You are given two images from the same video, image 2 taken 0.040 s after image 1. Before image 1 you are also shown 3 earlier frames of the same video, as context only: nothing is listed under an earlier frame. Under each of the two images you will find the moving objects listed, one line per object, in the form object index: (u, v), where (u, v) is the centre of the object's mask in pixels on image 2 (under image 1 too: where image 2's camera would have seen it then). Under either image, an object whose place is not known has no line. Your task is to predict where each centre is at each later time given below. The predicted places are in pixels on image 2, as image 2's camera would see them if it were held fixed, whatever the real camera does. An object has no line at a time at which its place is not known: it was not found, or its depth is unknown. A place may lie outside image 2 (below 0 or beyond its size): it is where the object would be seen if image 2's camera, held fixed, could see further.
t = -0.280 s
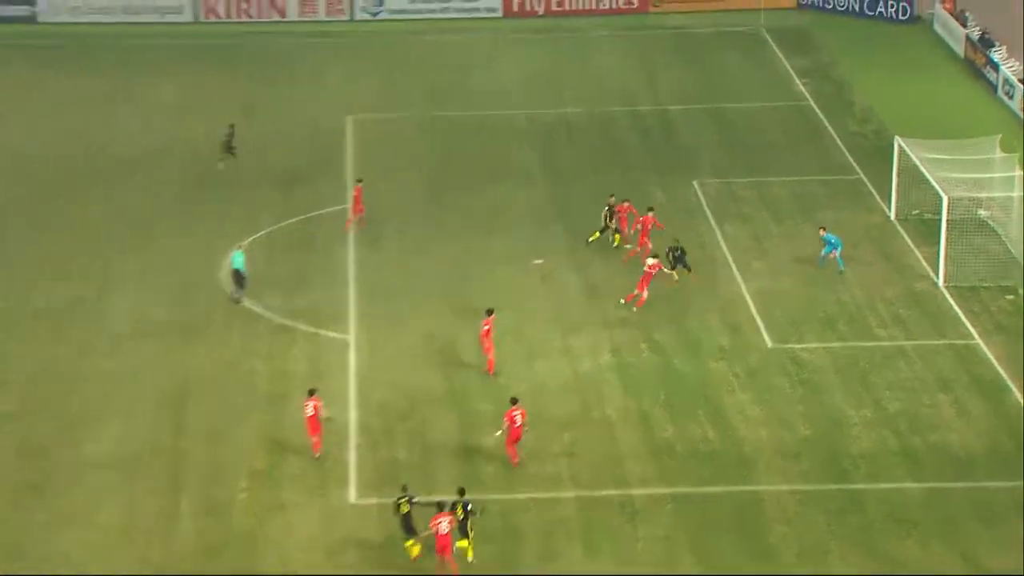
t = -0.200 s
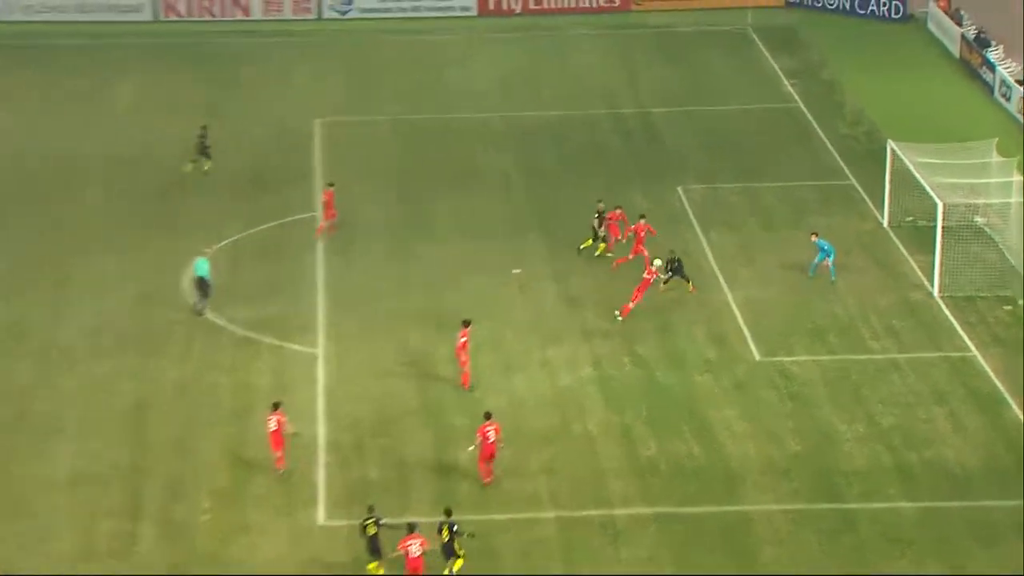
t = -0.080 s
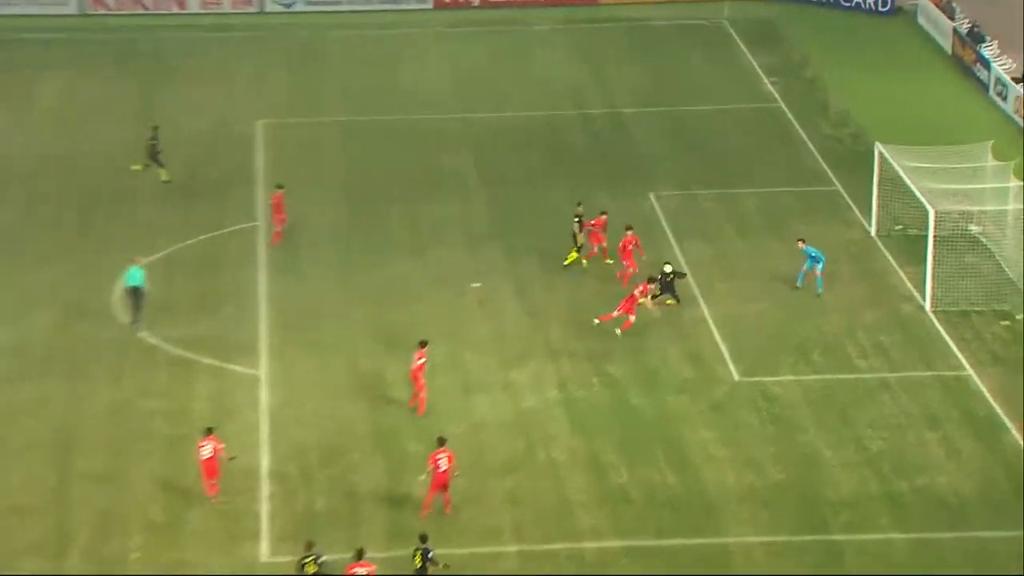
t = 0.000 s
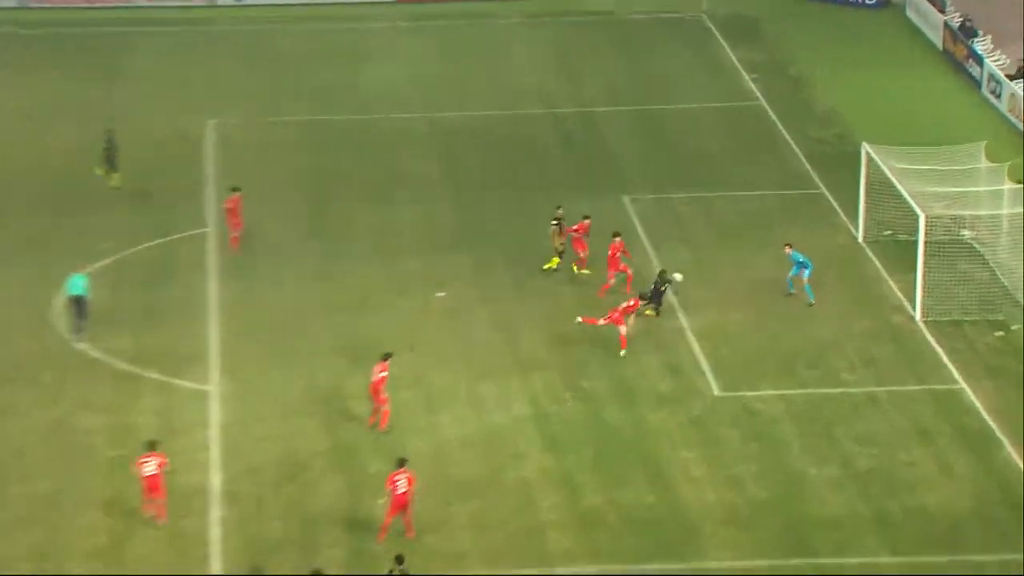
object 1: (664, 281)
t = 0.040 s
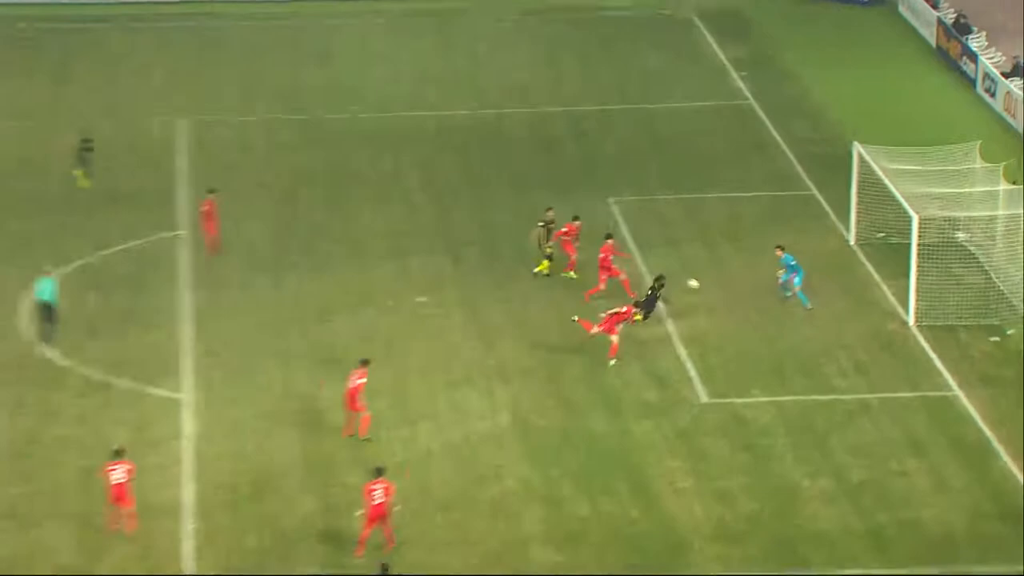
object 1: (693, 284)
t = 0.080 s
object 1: (720, 287)
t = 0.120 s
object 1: (748, 292)
